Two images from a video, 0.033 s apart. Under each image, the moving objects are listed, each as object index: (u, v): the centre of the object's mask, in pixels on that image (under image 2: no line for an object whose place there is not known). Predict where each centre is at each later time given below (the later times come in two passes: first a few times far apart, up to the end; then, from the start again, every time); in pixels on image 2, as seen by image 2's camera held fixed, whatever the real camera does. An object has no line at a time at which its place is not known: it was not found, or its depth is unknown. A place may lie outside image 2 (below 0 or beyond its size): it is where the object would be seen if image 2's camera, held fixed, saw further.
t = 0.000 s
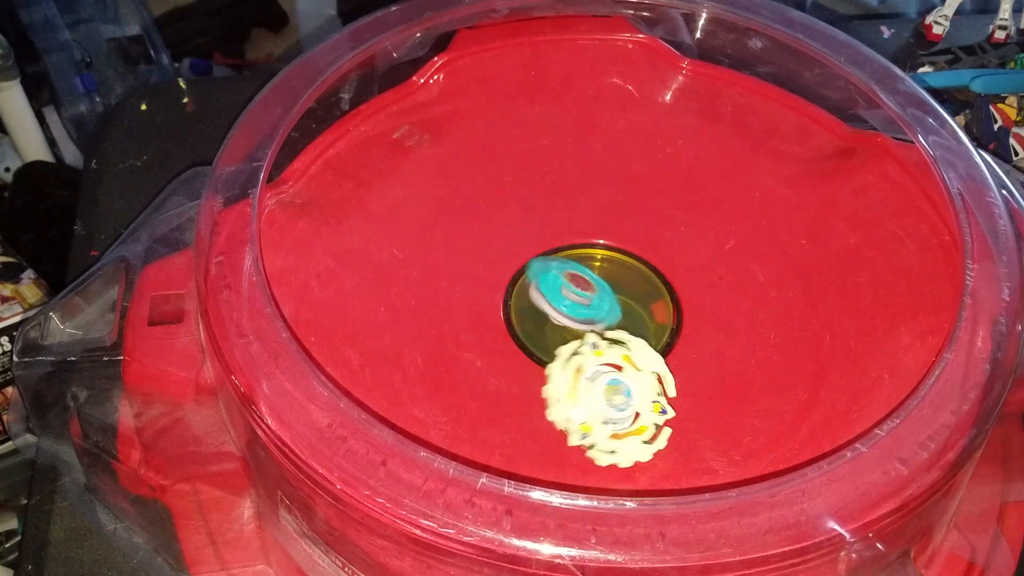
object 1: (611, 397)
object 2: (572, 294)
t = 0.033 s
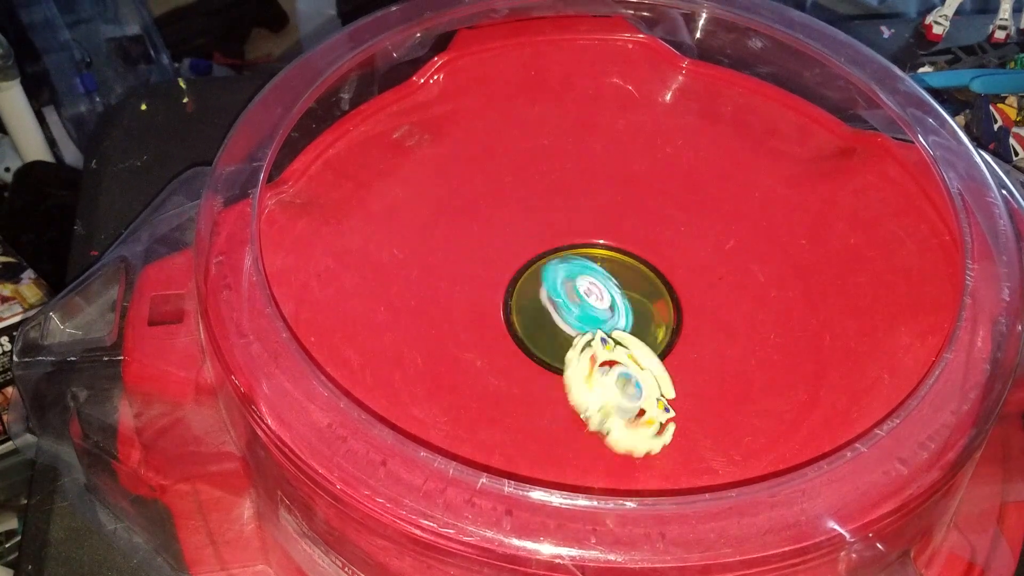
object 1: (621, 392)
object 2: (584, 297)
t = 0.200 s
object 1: (622, 383)
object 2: (628, 302)
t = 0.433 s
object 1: (603, 355)
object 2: (639, 240)
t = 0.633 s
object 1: (587, 340)
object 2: (579, 235)
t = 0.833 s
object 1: (602, 342)
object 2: (525, 294)
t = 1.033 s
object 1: (648, 353)
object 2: (564, 330)
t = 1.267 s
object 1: (659, 353)
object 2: (601, 298)
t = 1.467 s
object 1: (651, 339)
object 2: (634, 259)
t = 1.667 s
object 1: (611, 293)
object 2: (552, 236)
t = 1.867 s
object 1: (609, 277)
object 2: (527, 247)
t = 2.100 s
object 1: (591, 276)
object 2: (510, 260)
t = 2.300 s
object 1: (577, 266)
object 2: (497, 297)
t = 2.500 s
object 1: (552, 264)
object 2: (523, 338)
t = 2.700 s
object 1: (565, 292)
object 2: (552, 366)
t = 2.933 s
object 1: (644, 283)
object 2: (566, 362)
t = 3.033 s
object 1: (611, 251)
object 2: (570, 342)
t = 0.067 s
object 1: (619, 384)
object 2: (592, 302)
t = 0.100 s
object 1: (617, 384)
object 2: (598, 303)
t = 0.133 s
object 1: (618, 382)
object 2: (603, 303)
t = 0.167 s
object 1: (621, 383)
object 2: (614, 303)
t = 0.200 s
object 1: (622, 383)
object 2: (628, 302)
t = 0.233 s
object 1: (623, 383)
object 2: (636, 291)
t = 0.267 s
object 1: (623, 381)
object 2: (648, 283)
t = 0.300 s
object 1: (622, 378)
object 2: (653, 273)
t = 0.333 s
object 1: (620, 373)
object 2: (655, 260)
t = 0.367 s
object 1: (617, 368)
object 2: (653, 252)
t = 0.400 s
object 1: (610, 362)
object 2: (648, 247)
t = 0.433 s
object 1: (603, 355)
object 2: (639, 240)
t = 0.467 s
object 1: (597, 349)
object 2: (628, 236)
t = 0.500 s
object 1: (591, 344)
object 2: (619, 233)
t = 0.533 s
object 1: (587, 341)
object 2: (609, 232)
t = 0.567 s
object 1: (585, 340)
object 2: (599, 233)
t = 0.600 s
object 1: (586, 340)
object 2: (589, 234)
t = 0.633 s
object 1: (587, 340)
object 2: (579, 235)
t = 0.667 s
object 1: (589, 340)
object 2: (568, 238)
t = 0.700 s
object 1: (592, 340)
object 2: (554, 243)
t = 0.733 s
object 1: (594, 340)
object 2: (541, 253)
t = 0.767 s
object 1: (597, 341)
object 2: (533, 266)
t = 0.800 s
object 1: (598, 341)
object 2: (526, 280)
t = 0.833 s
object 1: (602, 342)
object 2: (525, 294)
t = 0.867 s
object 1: (609, 343)
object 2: (530, 313)
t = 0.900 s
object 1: (619, 346)
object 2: (541, 323)
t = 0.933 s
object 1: (631, 349)
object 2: (549, 328)
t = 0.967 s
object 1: (640, 351)
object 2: (556, 331)
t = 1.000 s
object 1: (646, 353)
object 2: (561, 332)
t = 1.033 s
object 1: (648, 353)
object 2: (564, 330)
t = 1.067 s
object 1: (649, 354)
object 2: (565, 329)
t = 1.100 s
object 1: (653, 355)
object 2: (570, 325)
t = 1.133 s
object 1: (657, 356)
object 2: (576, 319)
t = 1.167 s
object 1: (659, 357)
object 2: (583, 313)
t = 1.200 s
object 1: (659, 356)
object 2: (590, 307)
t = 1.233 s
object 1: (659, 354)
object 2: (595, 303)
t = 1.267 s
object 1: (659, 353)
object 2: (601, 298)
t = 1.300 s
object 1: (659, 353)
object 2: (611, 294)
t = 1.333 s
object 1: (659, 352)
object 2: (623, 289)
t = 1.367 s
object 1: (659, 350)
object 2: (631, 282)
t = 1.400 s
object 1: (658, 347)
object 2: (636, 274)
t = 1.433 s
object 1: (656, 343)
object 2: (637, 266)
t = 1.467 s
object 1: (651, 339)
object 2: (634, 259)
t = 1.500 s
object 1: (644, 335)
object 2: (628, 251)
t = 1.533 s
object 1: (638, 329)
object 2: (617, 241)
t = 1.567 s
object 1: (633, 319)
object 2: (601, 233)
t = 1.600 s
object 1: (625, 307)
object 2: (585, 232)
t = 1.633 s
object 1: (615, 298)
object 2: (568, 233)
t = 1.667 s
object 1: (611, 293)
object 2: (552, 236)
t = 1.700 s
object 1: (611, 290)
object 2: (541, 240)
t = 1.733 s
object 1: (612, 287)
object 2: (535, 244)
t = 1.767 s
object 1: (613, 285)
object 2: (532, 246)
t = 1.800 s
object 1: (612, 282)
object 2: (530, 247)
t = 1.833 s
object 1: (610, 279)
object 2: (529, 247)
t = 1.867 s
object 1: (609, 277)
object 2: (527, 247)
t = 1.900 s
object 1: (606, 276)
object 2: (525, 246)
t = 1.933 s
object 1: (602, 277)
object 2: (523, 247)
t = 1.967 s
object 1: (598, 277)
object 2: (521, 249)
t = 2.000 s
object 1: (594, 278)
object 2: (518, 251)
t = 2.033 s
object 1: (592, 279)
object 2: (515, 253)
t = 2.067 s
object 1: (592, 277)
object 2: (512, 256)
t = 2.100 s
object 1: (591, 276)
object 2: (510, 260)
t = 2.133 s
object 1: (589, 274)
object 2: (508, 265)
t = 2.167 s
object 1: (588, 273)
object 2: (506, 270)
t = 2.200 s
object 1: (585, 272)
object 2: (503, 275)
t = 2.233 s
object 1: (584, 270)
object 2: (502, 283)
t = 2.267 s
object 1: (580, 268)
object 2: (499, 290)
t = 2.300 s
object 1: (577, 266)
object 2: (497, 297)
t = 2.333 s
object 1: (574, 265)
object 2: (495, 304)
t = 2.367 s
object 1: (571, 264)
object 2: (497, 312)
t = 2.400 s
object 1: (564, 262)
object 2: (503, 319)
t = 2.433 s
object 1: (560, 261)
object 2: (509, 325)
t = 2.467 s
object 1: (556, 262)
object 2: (516, 331)
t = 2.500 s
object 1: (552, 264)
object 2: (523, 338)
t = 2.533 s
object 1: (549, 268)
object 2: (529, 344)
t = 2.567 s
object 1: (548, 272)
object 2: (534, 349)
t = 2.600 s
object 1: (549, 277)
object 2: (539, 354)
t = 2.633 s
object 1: (553, 282)
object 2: (545, 358)
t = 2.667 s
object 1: (559, 287)
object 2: (550, 362)
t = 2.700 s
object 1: (565, 292)
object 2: (552, 366)
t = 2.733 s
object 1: (574, 298)
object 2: (552, 368)
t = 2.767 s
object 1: (591, 304)
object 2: (552, 368)
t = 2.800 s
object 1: (609, 310)
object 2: (552, 368)
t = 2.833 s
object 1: (624, 311)
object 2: (554, 368)
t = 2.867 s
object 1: (634, 307)
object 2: (557, 367)
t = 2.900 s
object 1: (642, 296)
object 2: (561, 365)
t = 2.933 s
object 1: (644, 283)
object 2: (566, 362)
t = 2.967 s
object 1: (641, 269)
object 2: (567, 356)
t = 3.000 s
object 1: (629, 257)
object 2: (568, 349)
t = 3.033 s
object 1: (611, 251)
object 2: (570, 342)
